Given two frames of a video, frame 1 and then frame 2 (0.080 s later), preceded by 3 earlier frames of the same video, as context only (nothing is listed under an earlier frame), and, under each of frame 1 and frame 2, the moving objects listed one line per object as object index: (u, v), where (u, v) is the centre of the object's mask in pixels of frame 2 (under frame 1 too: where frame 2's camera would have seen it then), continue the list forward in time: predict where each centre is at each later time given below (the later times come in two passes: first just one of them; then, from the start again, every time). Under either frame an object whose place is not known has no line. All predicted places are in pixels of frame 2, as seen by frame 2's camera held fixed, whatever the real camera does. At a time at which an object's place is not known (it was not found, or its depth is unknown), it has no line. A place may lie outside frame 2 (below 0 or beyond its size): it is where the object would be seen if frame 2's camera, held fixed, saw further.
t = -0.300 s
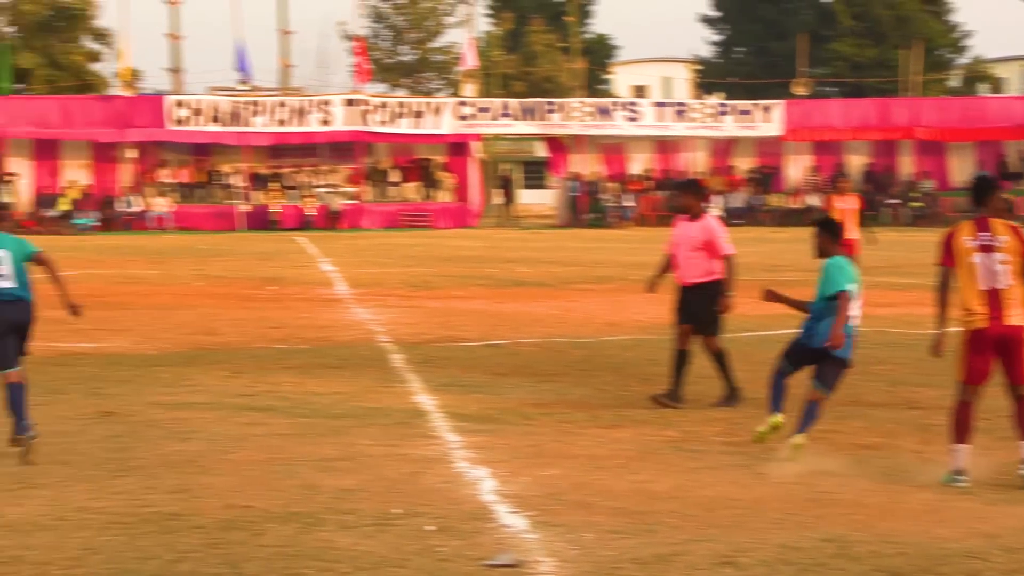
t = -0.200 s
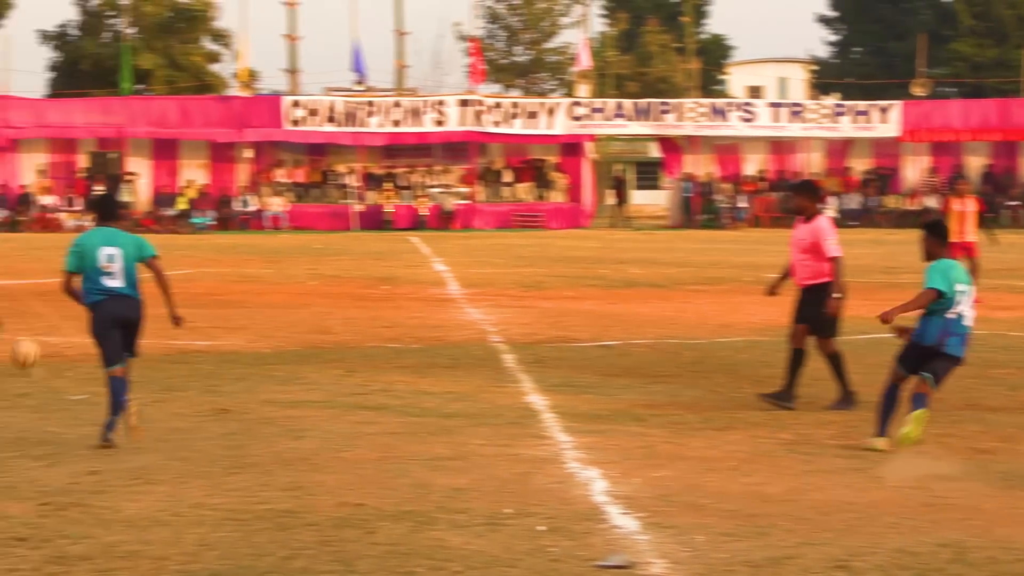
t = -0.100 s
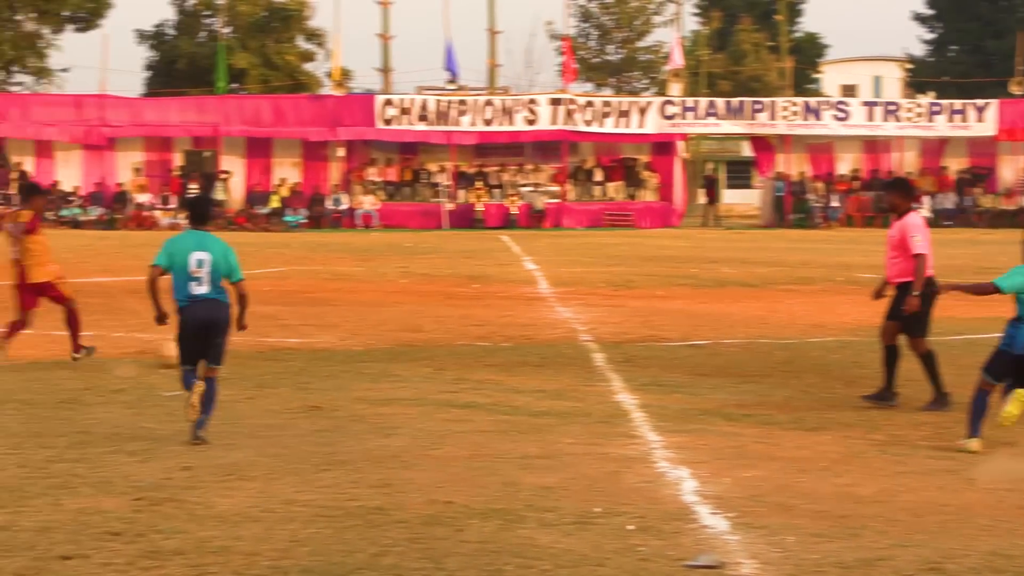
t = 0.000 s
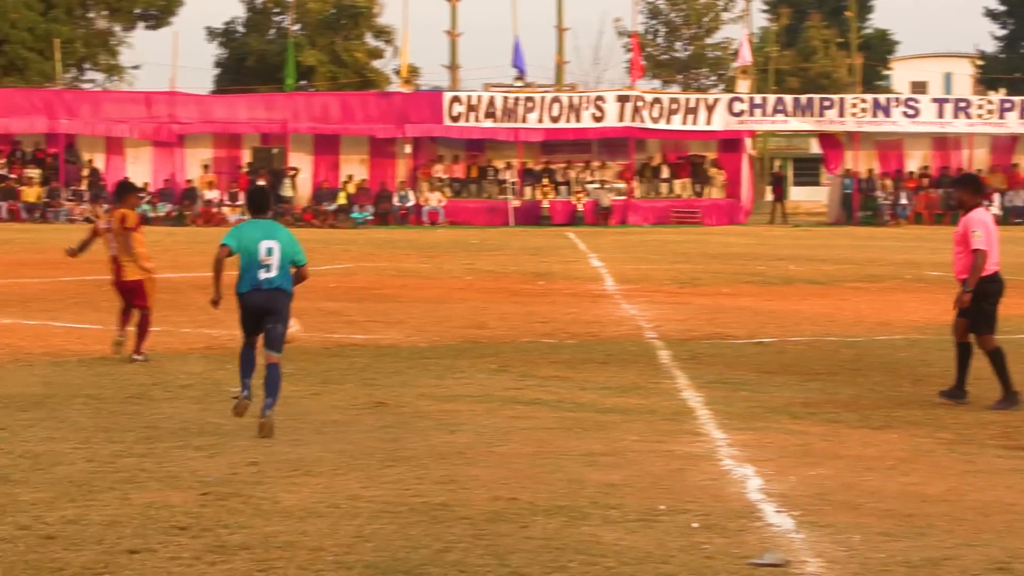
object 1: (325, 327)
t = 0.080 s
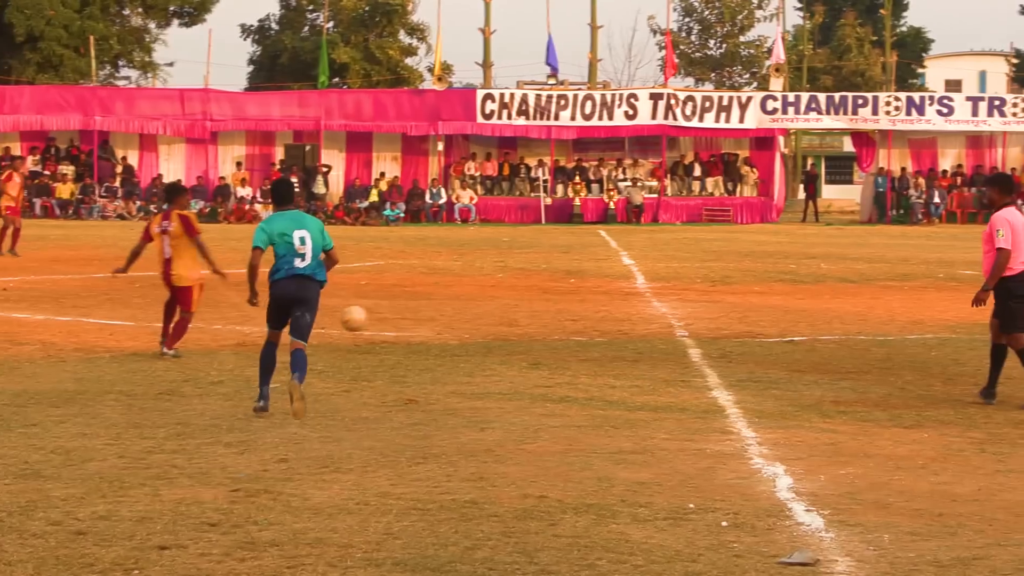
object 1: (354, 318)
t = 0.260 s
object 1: (428, 326)
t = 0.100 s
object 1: (362, 318)
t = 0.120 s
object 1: (371, 317)
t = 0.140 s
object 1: (379, 317)
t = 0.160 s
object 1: (387, 318)
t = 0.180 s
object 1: (396, 319)
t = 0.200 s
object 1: (404, 320)
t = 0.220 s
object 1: (412, 321)
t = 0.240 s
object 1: (420, 324)
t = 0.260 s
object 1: (428, 326)
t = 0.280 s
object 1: (435, 329)
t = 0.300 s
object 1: (443, 333)
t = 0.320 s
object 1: (450, 335)
